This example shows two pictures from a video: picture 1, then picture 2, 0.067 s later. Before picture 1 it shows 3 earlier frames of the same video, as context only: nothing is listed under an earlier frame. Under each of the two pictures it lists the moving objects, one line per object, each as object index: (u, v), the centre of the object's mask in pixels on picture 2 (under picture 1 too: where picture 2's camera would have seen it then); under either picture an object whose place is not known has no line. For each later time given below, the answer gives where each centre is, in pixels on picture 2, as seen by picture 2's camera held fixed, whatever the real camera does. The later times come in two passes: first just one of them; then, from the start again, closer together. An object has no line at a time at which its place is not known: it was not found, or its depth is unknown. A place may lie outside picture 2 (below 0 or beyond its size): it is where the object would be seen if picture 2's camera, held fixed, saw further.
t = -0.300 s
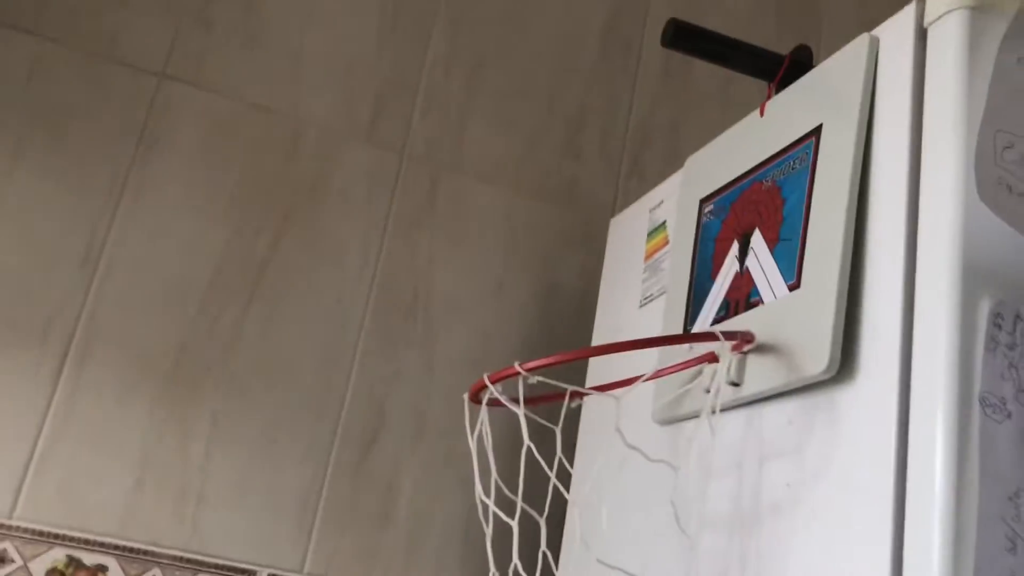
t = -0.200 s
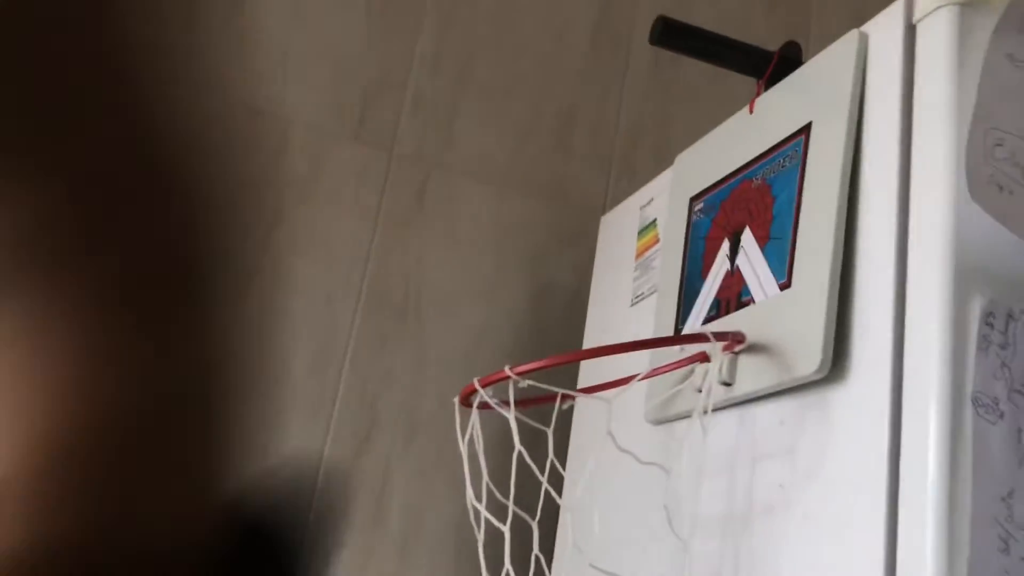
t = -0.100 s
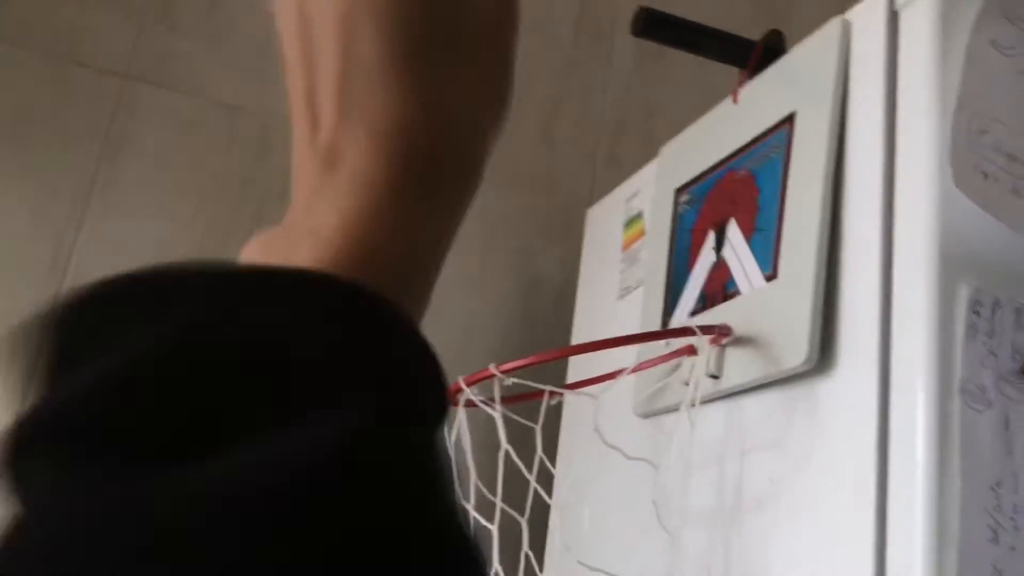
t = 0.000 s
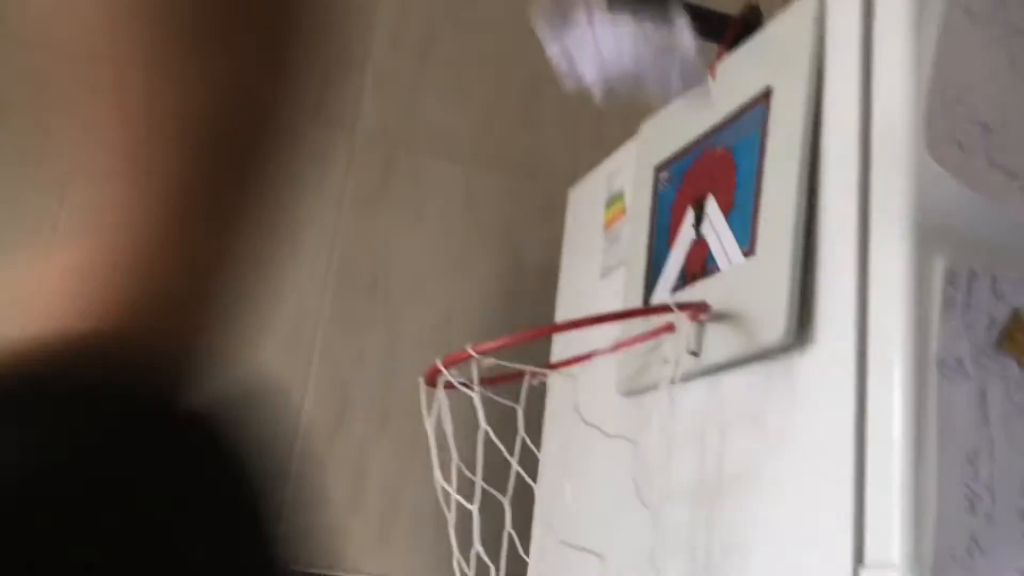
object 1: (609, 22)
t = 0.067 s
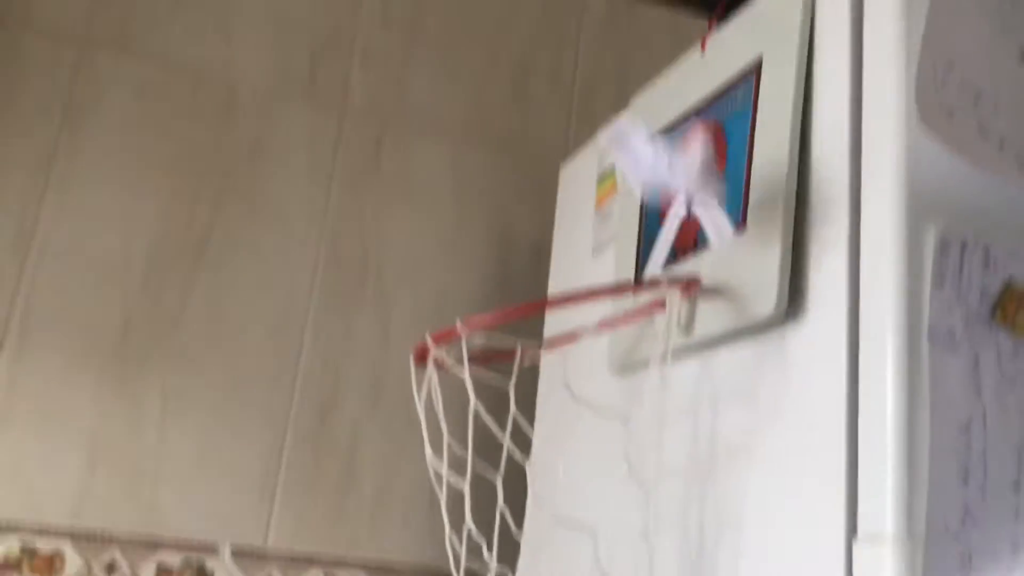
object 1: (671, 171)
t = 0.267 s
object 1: (536, 306)
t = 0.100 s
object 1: (684, 247)
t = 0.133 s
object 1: (668, 250)
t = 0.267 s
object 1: (536, 306)
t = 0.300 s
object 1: (515, 319)
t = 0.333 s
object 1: (493, 330)
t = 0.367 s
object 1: (475, 334)
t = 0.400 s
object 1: (459, 341)
